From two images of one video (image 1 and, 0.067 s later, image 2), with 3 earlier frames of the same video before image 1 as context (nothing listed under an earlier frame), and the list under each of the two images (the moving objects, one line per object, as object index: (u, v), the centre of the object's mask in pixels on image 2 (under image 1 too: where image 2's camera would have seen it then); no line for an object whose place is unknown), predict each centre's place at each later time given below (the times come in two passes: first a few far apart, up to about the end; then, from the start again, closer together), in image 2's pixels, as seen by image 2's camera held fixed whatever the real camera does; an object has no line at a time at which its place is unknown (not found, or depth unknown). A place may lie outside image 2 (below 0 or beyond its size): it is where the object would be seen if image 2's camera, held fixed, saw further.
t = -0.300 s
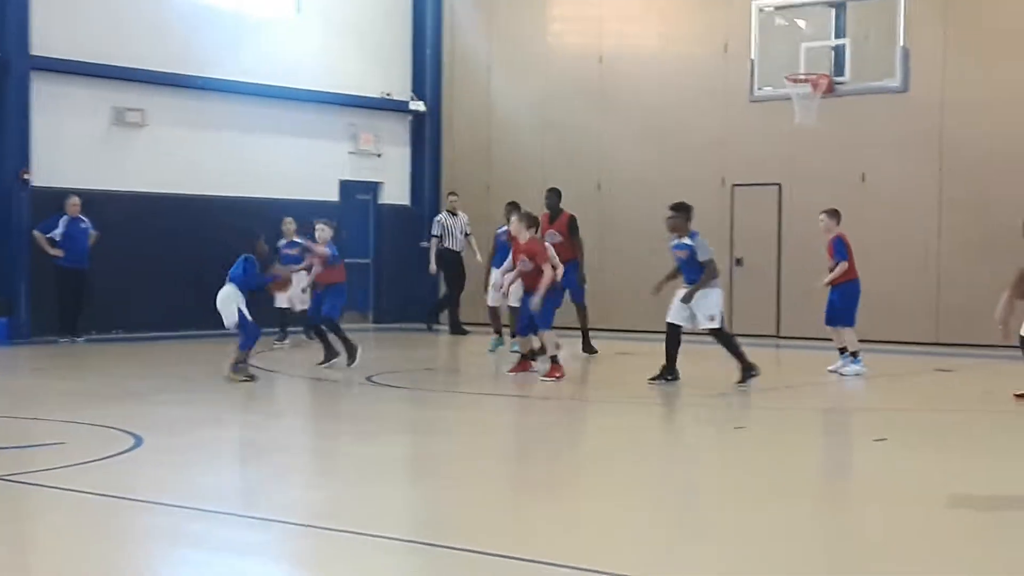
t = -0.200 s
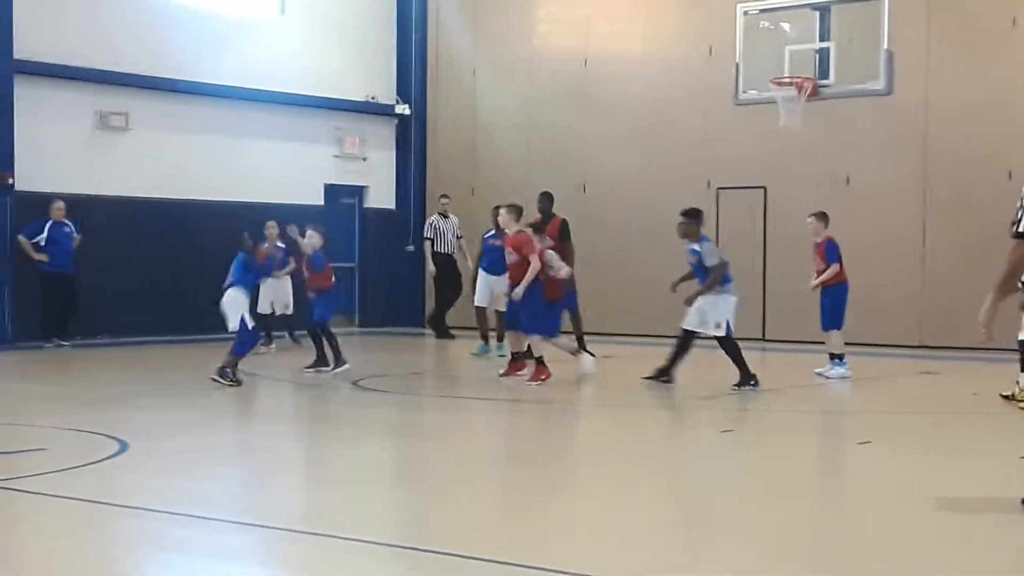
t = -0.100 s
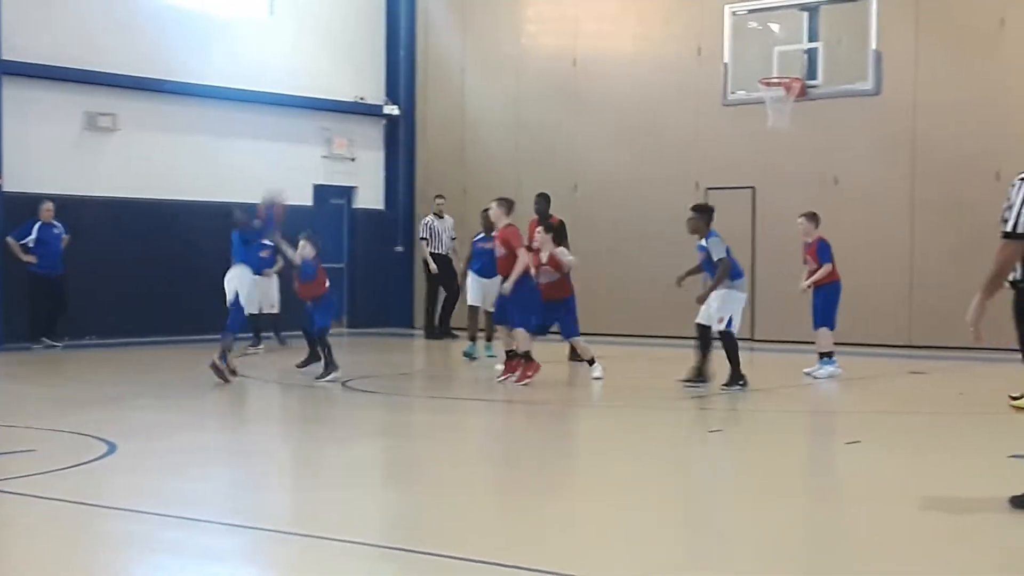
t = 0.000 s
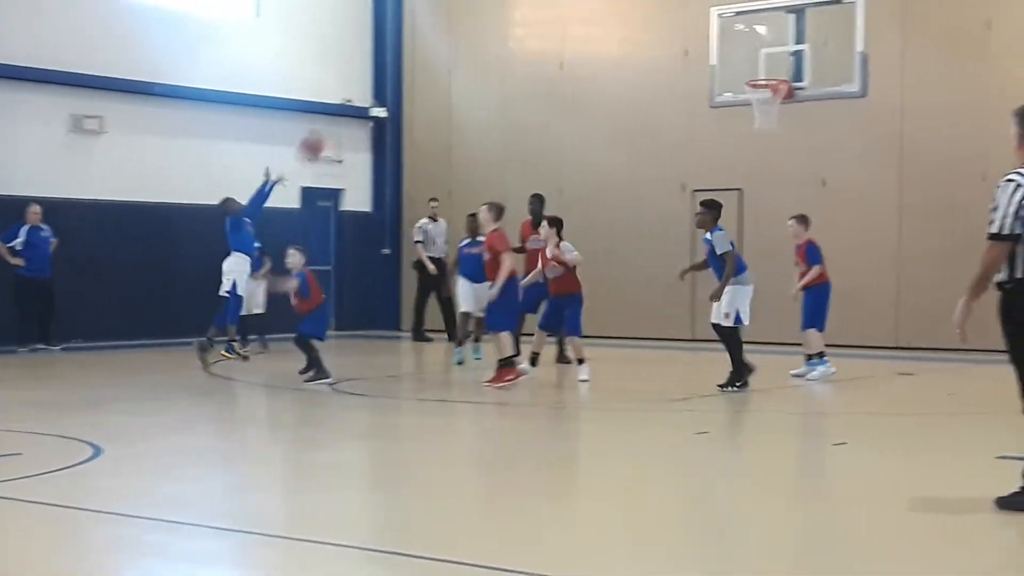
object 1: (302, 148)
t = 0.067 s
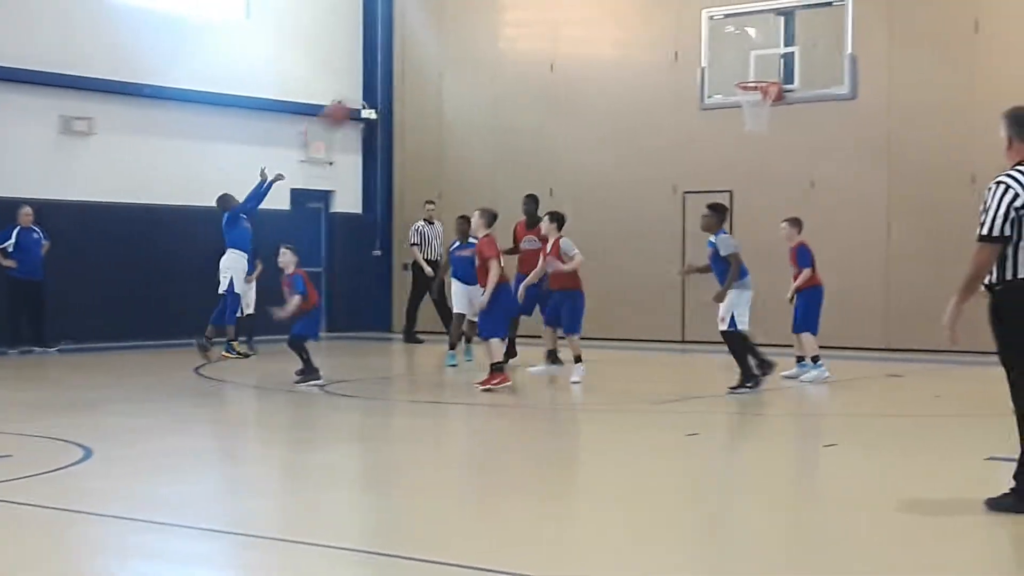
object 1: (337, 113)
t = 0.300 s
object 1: (461, 31)
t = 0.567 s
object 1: (591, 11)
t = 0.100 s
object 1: (355, 97)
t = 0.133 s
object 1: (375, 83)
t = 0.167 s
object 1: (390, 71)
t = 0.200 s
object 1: (408, 61)
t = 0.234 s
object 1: (427, 49)
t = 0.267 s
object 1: (445, 39)
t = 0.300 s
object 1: (461, 31)
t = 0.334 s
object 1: (478, 25)
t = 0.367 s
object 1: (494, 20)
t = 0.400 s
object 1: (511, 15)
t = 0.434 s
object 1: (527, 12)
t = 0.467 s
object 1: (543, 10)
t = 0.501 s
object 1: (560, 9)
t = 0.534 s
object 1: (576, 10)
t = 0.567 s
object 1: (591, 11)
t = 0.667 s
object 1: (638, 22)
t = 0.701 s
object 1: (654, 28)
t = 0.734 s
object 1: (670, 35)
